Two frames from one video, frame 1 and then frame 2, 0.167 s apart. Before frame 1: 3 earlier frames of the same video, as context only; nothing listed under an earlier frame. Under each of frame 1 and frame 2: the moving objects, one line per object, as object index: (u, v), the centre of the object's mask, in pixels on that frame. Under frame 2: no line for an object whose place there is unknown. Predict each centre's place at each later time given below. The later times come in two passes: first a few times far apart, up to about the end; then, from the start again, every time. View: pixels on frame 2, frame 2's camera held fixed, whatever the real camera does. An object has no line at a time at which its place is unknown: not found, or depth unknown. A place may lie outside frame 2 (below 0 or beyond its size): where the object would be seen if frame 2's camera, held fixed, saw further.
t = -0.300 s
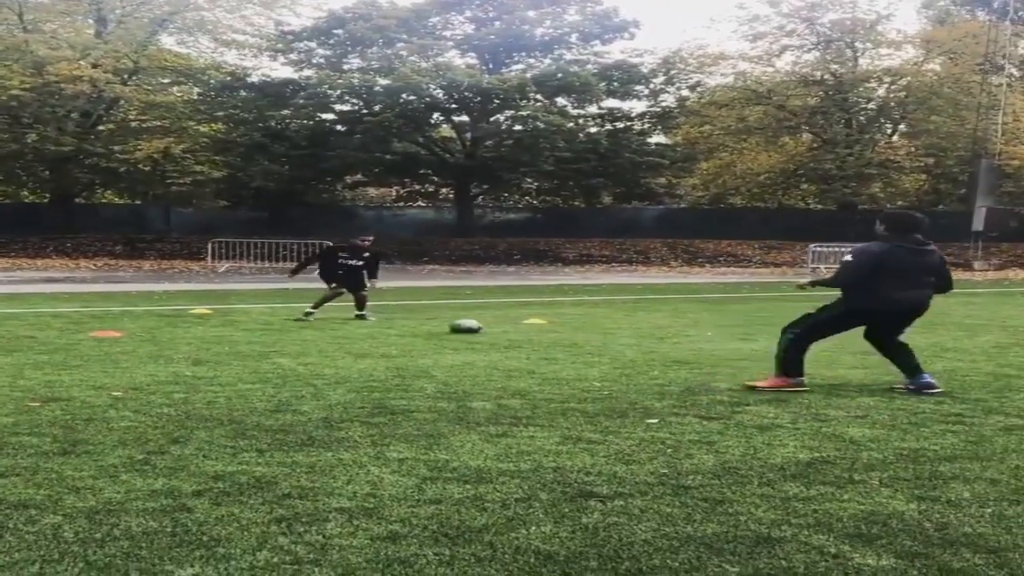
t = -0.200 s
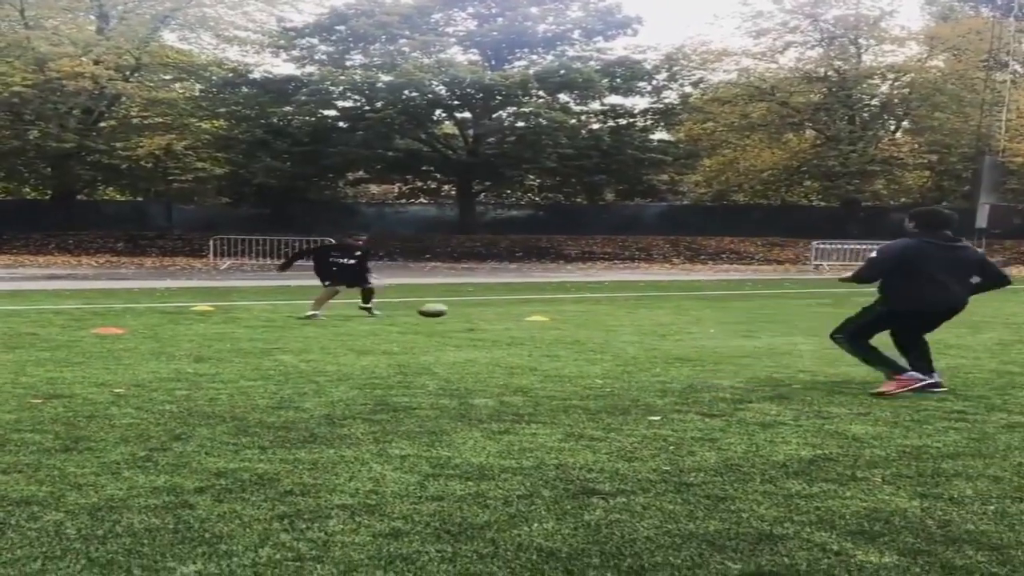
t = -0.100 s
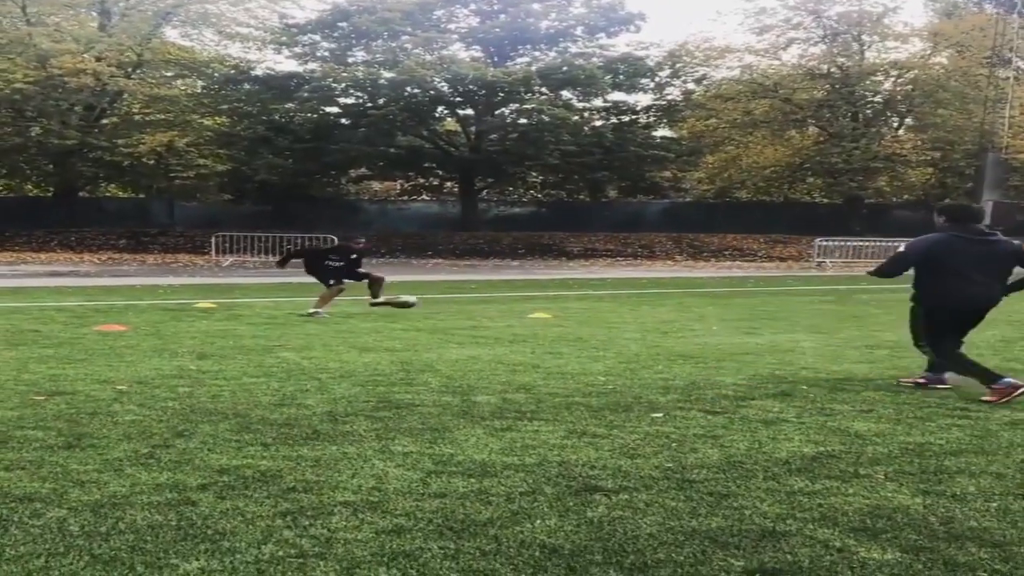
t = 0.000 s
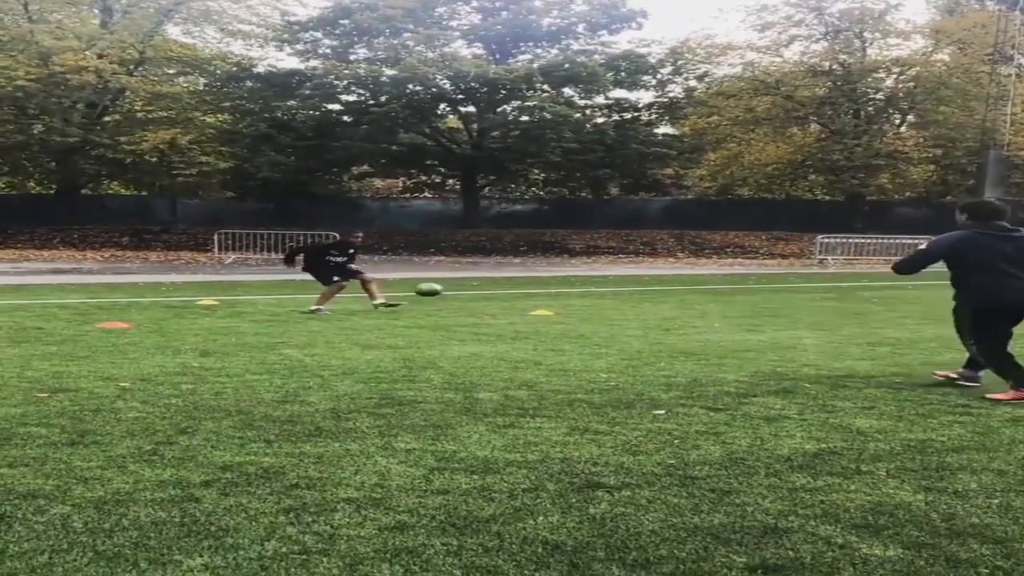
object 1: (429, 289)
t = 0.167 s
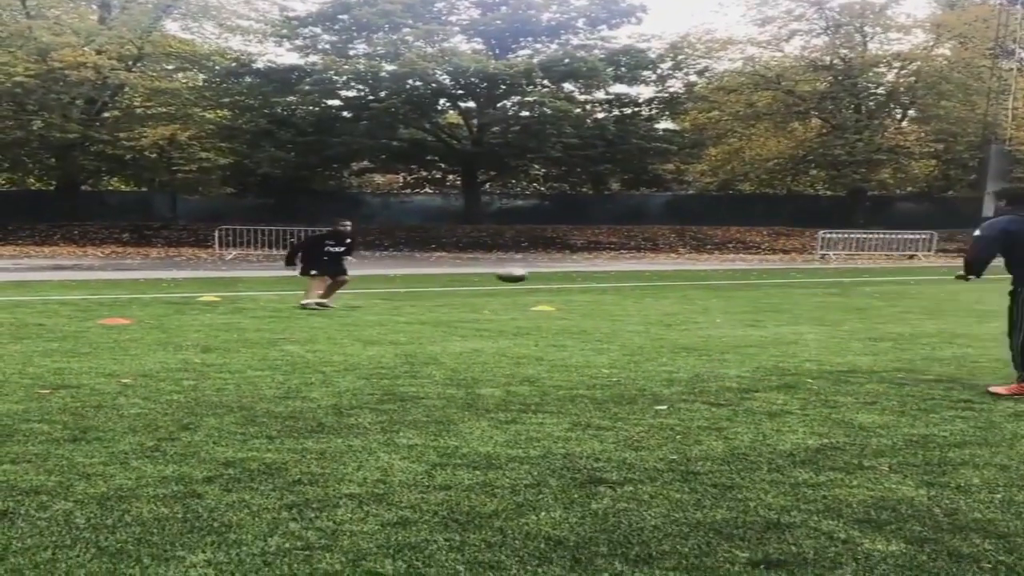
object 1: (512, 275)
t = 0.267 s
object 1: (567, 277)
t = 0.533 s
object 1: (743, 322)
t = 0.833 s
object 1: (909, 326)
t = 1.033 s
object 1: (1011, 351)
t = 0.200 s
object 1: (530, 275)
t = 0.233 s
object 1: (548, 275)
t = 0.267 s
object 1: (567, 277)
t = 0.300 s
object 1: (587, 279)
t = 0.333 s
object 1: (607, 282)
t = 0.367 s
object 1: (627, 286)
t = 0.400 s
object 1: (650, 292)
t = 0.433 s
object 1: (671, 297)
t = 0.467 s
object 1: (694, 304)
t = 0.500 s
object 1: (718, 312)
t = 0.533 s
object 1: (743, 322)
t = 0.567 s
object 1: (766, 332)
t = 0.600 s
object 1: (792, 344)
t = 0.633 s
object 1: (810, 340)
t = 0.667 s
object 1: (825, 336)
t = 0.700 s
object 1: (842, 332)
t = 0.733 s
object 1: (859, 329)
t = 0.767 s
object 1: (875, 327)
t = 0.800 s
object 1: (892, 327)
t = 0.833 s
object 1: (909, 326)
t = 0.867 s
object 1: (927, 328)
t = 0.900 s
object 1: (944, 330)
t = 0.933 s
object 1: (963, 333)
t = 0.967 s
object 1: (983, 338)
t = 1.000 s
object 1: (1003, 343)
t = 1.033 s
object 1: (1011, 351)
